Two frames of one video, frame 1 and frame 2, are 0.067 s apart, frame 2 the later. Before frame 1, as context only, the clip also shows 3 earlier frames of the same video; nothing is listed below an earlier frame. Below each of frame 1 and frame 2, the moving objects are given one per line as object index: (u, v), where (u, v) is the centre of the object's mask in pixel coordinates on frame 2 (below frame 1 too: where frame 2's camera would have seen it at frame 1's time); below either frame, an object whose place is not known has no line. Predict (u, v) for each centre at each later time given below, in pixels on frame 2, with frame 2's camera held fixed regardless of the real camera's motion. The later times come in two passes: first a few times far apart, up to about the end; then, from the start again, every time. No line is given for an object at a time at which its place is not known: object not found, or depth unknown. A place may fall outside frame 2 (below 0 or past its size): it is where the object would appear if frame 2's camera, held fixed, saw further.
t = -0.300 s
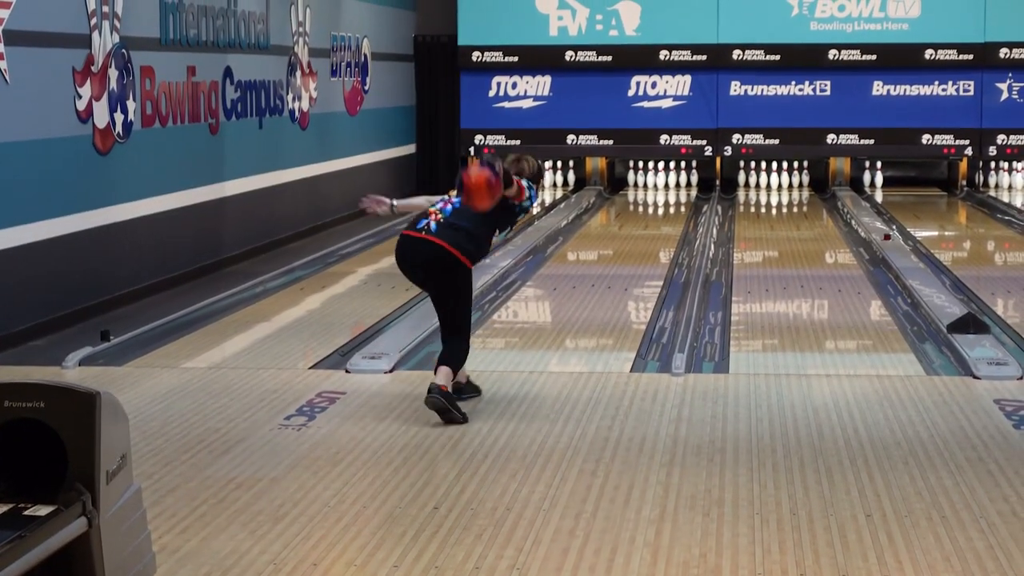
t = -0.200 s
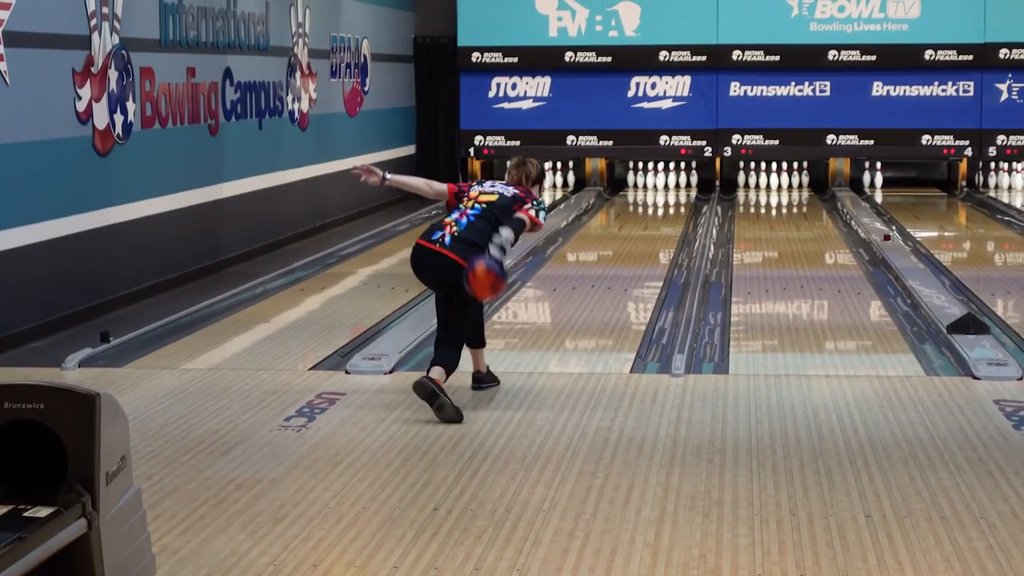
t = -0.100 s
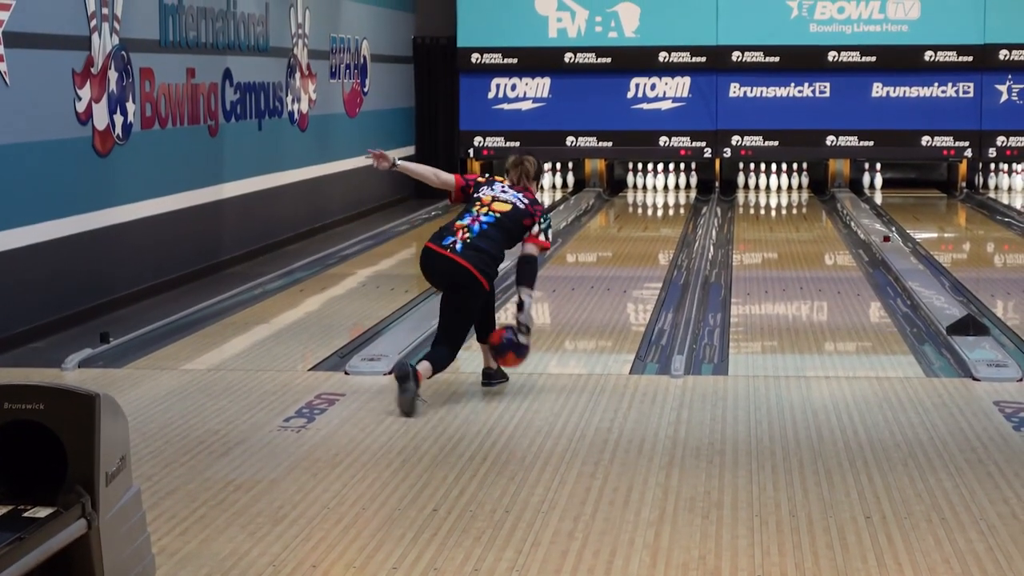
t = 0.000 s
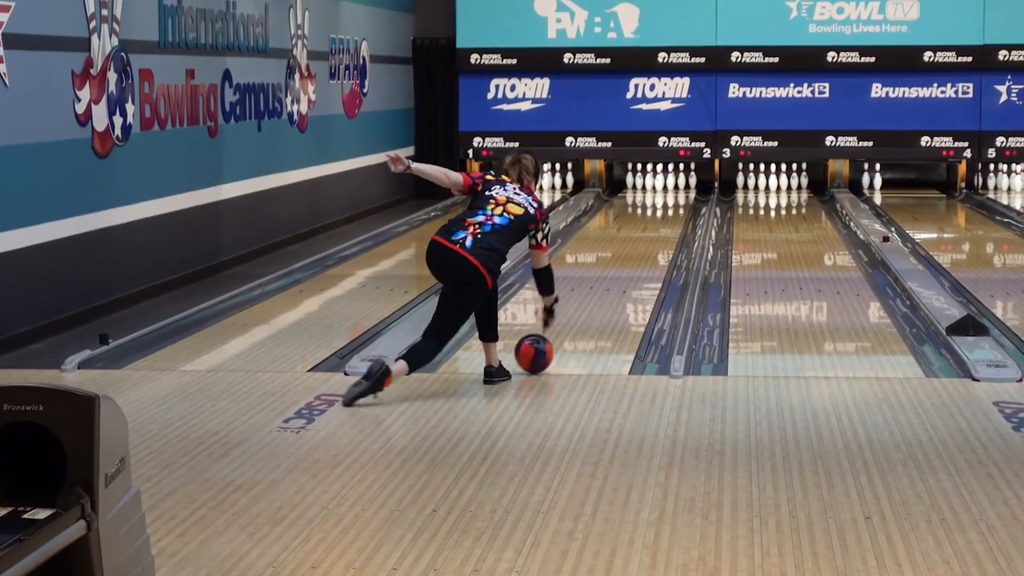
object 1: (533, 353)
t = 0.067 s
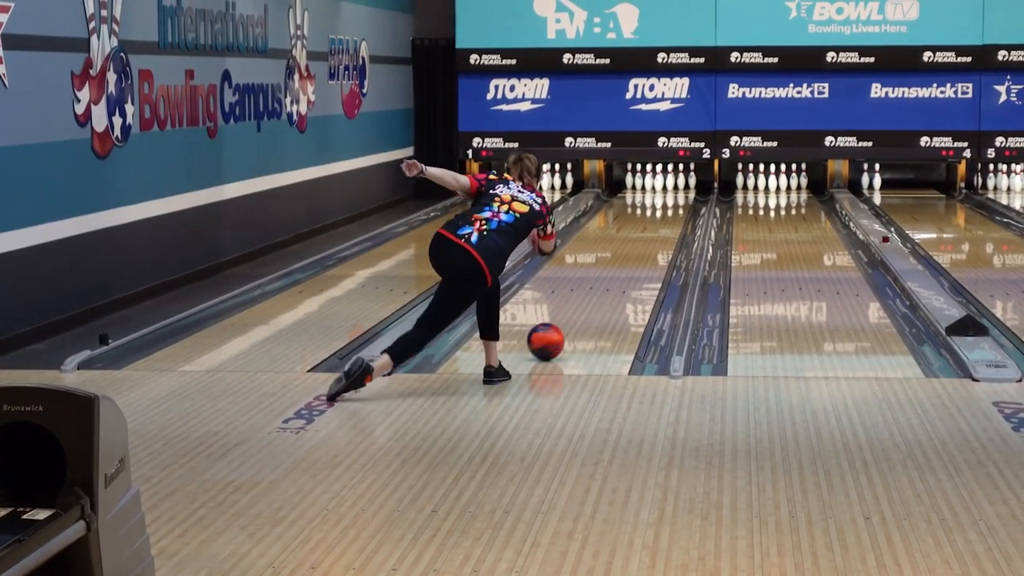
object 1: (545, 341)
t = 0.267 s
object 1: (575, 310)
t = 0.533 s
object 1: (605, 278)
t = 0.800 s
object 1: (627, 254)
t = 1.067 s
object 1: (643, 235)
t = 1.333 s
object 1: (656, 220)
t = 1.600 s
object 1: (666, 208)
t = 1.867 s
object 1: (671, 197)
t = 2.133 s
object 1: (671, 190)
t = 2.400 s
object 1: (667, 184)
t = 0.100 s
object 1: (551, 335)
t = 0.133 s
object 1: (556, 330)
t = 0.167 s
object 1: (561, 324)
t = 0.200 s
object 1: (566, 319)
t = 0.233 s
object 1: (571, 315)
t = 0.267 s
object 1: (575, 310)
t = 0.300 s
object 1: (579, 305)
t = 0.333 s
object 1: (583, 301)
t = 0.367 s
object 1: (587, 297)
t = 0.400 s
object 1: (591, 293)
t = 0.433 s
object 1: (595, 289)
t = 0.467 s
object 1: (598, 285)
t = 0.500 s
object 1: (602, 282)
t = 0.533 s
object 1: (605, 278)
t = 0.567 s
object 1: (608, 275)
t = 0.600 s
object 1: (611, 272)
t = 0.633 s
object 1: (614, 268)
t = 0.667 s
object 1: (617, 265)
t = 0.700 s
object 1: (619, 262)
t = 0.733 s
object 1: (622, 259)
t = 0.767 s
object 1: (624, 256)
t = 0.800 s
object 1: (627, 254)
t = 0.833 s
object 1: (629, 251)
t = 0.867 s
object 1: (631, 248)
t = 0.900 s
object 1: (634, 246)
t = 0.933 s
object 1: (636, 244)
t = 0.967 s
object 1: (638, 241)
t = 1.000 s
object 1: (640, 239)
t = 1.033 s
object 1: (642, 237)
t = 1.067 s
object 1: (643, 235)
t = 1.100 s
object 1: (645, 232)
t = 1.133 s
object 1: (647, 230)
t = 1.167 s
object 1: (648, 229)
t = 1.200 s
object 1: (650, 227)
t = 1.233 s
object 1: (652, 225)
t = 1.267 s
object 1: (653, 223)
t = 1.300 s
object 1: (655, 222)
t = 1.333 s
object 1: (656, 220)
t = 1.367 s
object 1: (657, 218)
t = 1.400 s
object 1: (659, 217)
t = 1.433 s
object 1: (660, 215)
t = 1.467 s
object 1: (661, 213)
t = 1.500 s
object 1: (662, 212)
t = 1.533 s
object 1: (663, 210)
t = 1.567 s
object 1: (665, 209)
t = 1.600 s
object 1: (666, 208)
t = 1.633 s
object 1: (667, 206)
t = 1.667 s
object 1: (667, 205)
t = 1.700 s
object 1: (668, 204)
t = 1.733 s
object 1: (669, 202)
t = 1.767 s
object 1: (670, 201)
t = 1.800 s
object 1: (670, 200)
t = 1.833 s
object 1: (670, 199)
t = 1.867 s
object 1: (671, 197)
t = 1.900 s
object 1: (671, 197)
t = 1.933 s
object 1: (671, 196)
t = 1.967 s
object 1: (671, 194)
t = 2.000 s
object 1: (671, 193)
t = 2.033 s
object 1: (671, 192)
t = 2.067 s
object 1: (671, 191)
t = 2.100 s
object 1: (671, 190)
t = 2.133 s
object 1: (671, 190)
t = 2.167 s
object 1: (670, 189)
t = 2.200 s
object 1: (670, 188)
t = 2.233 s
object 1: (669, 188)
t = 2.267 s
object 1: (669, 186)
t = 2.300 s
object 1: (668, 186)
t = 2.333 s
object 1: (667, 185)
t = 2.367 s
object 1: (666, 184)
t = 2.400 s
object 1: (667, 184)
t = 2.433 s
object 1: (667, 183)
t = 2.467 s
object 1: (668, 183)
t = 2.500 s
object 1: (668, 183)
